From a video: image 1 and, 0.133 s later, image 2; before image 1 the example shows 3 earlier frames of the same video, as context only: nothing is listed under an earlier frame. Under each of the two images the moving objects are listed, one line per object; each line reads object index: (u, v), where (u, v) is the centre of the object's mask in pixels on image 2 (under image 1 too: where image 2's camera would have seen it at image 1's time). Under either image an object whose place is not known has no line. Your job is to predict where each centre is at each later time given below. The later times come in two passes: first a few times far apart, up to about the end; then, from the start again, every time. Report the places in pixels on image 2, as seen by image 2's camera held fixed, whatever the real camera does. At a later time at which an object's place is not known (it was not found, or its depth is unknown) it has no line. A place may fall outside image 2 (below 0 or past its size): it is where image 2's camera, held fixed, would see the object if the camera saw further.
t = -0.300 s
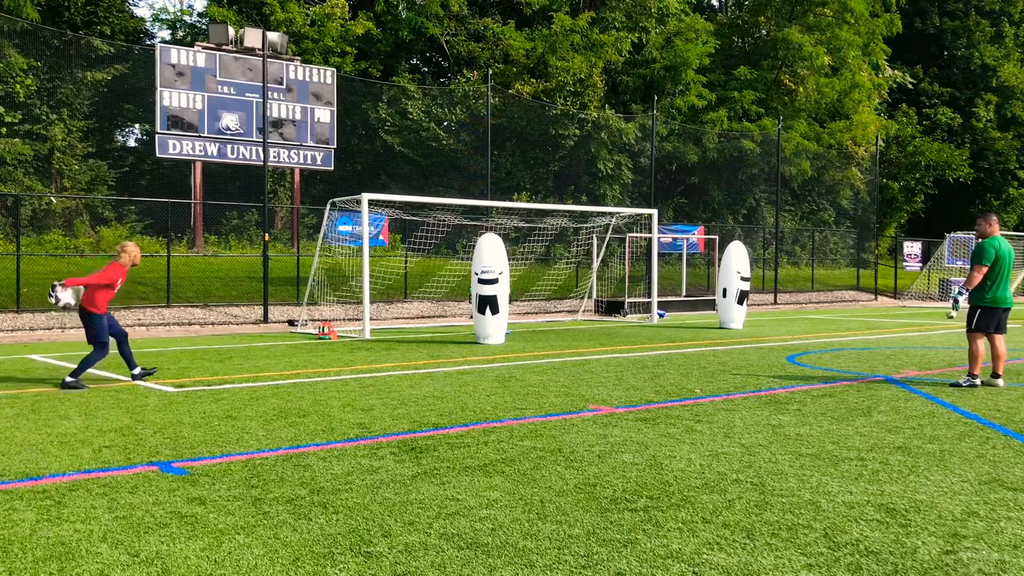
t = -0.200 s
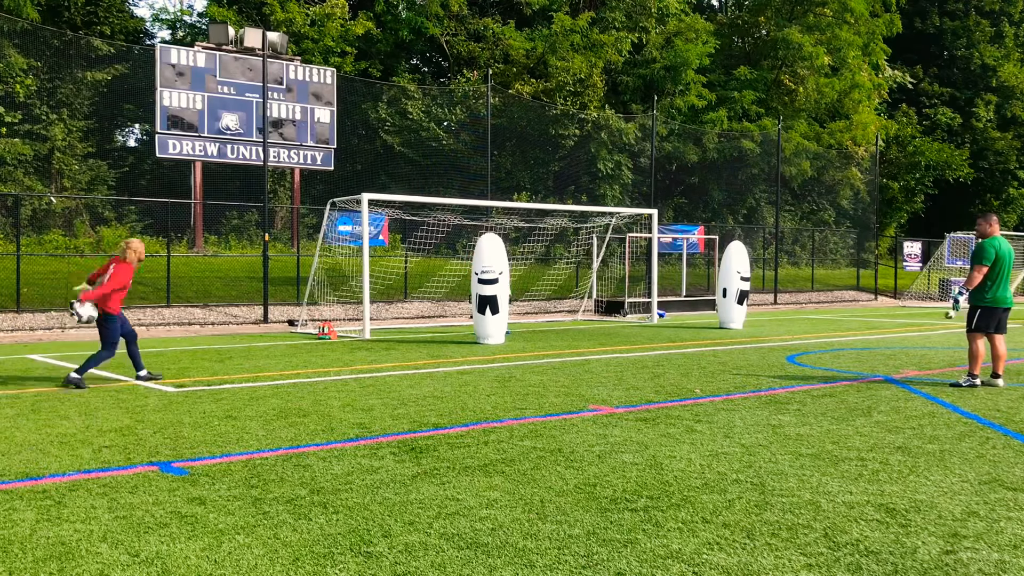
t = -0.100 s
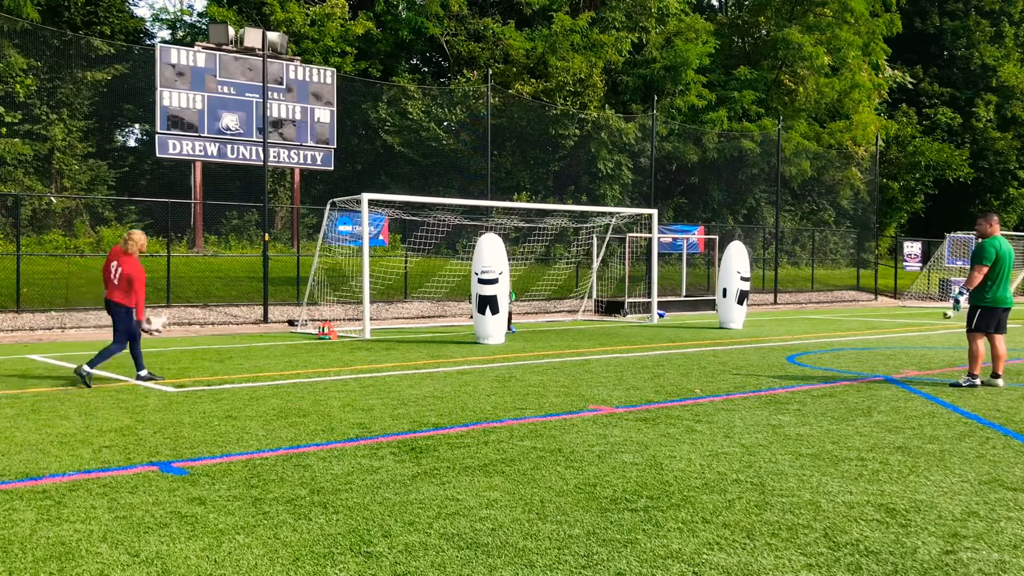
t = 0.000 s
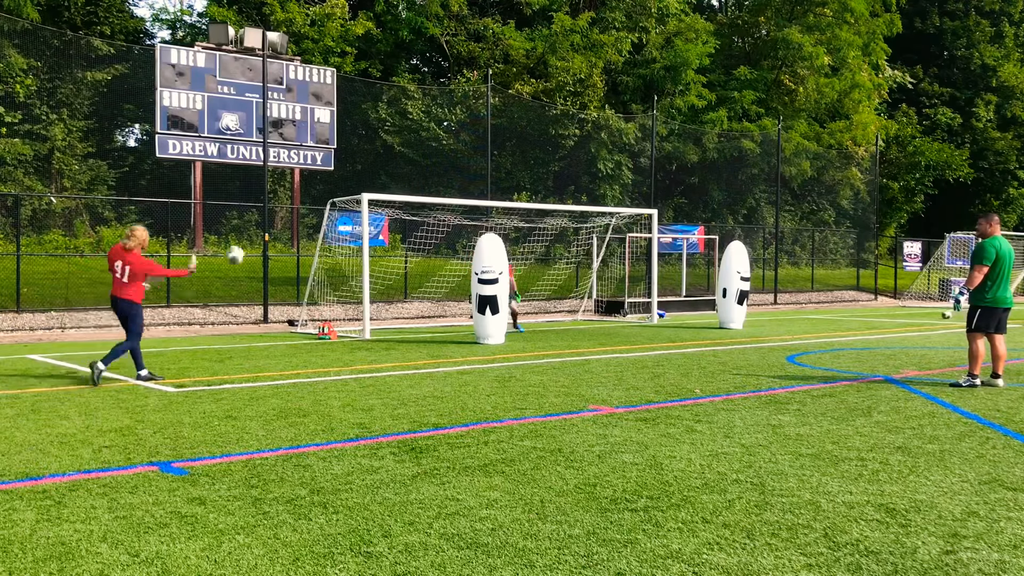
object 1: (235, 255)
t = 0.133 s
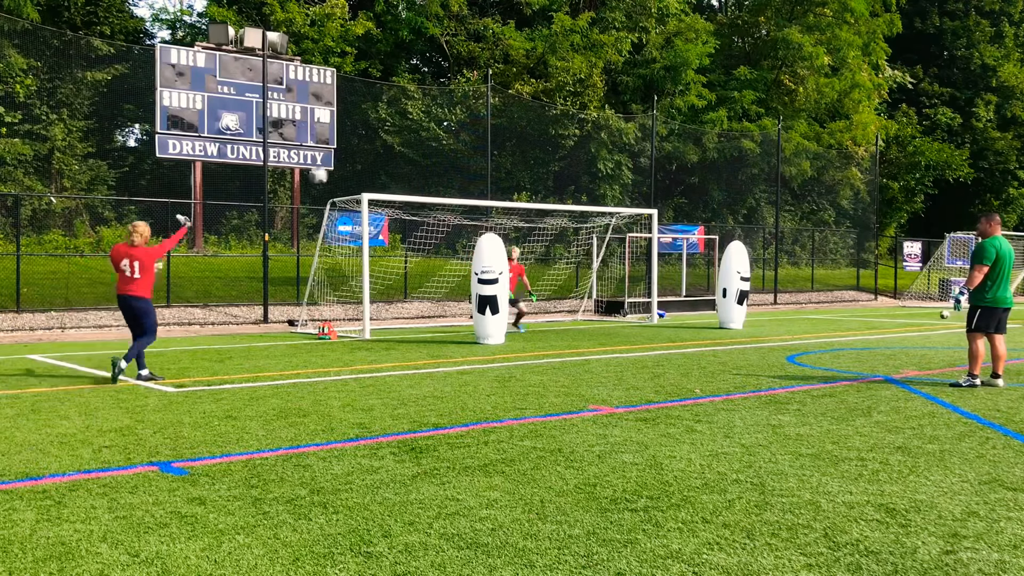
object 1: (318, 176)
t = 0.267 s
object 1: (389, 123)
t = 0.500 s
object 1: (490, 80)
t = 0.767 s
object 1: (578, 87)
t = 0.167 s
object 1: (339, 159)
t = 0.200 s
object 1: (355, 146)
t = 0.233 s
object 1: (372, 134)
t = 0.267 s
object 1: (389, 123)
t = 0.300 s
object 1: (405, 113)
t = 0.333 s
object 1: (421, 104)
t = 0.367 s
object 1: (435, 98)
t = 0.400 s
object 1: (450, 92)
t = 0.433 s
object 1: (464, 88)
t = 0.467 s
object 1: (477, 83)
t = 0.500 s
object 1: (490, 80)
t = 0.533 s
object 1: (502, 79)
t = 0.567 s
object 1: (514, 78)
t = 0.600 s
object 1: (525, 78)
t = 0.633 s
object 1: (537, 78)
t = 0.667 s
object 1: (548, 79)
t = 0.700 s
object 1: (558, 81)
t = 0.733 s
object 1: (568, 84)
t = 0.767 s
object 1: (578, 87)
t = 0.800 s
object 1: (587, 91)
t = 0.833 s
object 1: (597, 95)
